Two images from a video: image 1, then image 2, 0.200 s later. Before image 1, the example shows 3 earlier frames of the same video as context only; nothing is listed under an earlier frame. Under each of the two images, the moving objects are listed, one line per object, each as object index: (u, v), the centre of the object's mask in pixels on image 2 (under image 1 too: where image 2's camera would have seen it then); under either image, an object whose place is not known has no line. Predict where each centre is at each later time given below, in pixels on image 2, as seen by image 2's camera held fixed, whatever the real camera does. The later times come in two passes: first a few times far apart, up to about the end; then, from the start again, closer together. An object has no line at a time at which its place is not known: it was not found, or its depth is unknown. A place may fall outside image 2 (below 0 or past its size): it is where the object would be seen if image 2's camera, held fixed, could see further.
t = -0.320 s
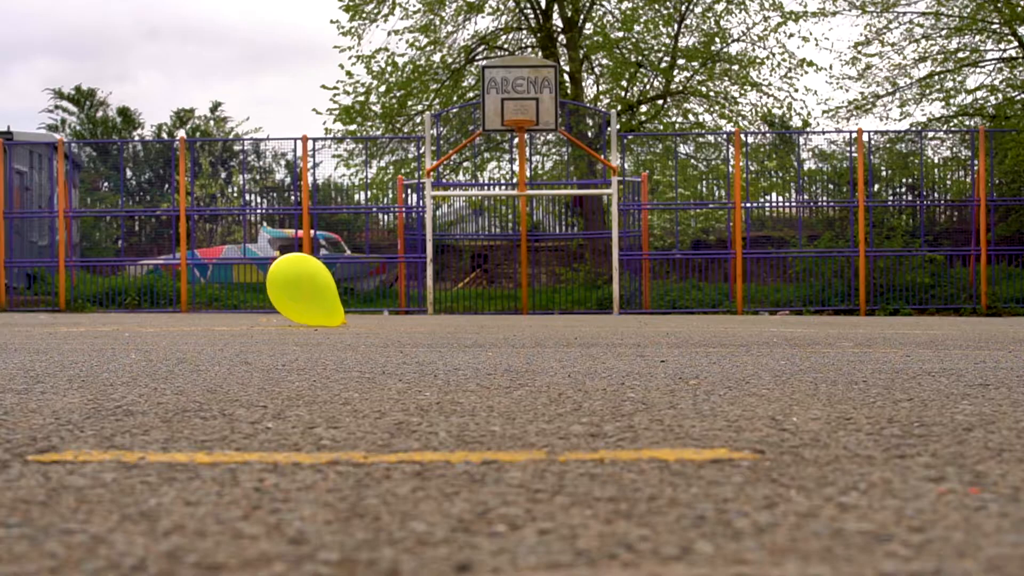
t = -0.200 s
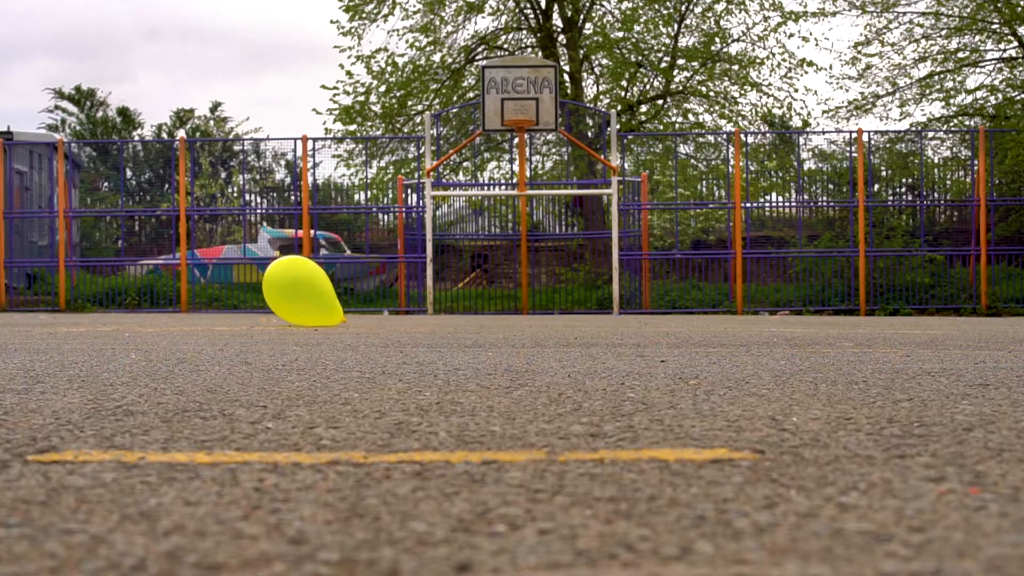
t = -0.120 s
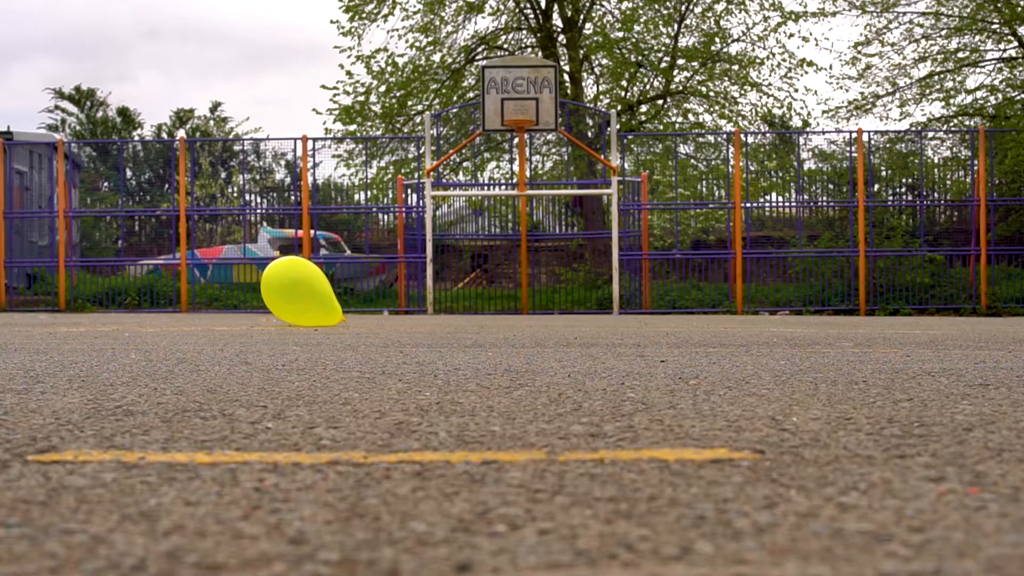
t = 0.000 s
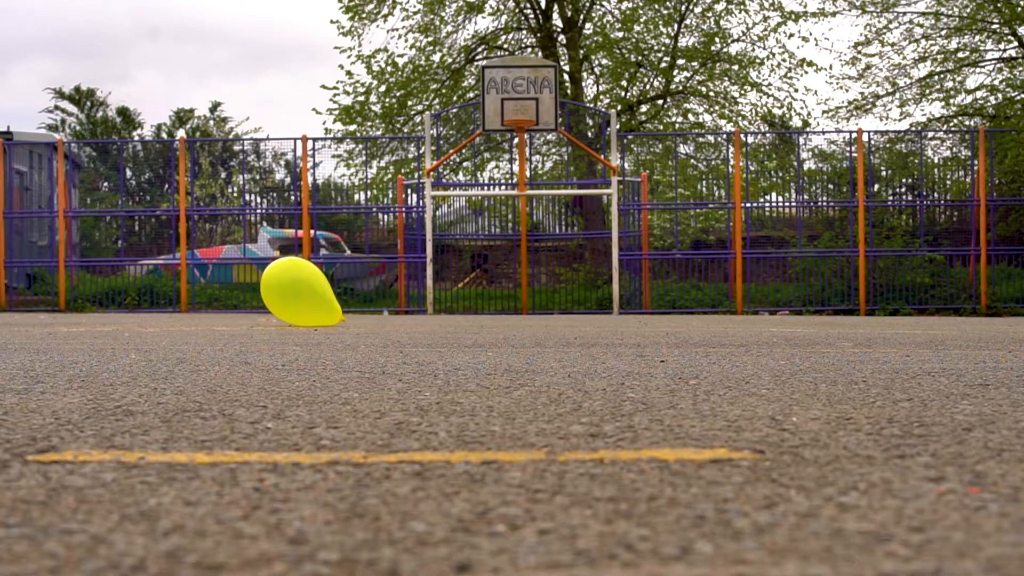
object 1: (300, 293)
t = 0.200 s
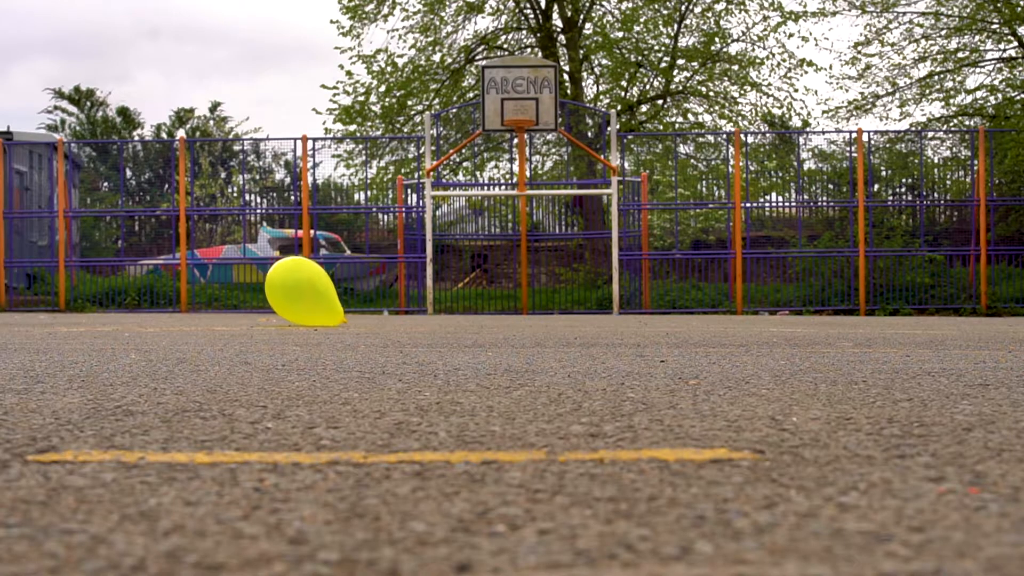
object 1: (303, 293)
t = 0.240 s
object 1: (304, 293)
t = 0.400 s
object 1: (306, 294)
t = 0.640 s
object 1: (314, 295)
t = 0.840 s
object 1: (326, 294)
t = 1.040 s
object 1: (344, 293)
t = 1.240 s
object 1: (369, 294)
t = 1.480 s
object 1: (400, 294)
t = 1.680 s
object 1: (425, 294)
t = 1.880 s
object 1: (447, 295)
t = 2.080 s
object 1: (467, 294)
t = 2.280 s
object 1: (489, 293)
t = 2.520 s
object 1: (521, 296)
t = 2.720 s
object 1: (548, 295)
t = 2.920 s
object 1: (573, 294)
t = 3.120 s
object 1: (596, 295)
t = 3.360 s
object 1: (617, 294)
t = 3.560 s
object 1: (632, 293)
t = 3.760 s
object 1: (644, 292)
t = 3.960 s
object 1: (657, 292)
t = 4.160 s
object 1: (669, 294)
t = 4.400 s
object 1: (684, 295)
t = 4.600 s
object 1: (697, 295)
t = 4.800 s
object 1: (705, 295)
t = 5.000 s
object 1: (711, 295)
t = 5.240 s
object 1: (716, 295)
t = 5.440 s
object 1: (719, 294)
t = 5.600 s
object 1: (720, 294)
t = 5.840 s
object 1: (719, 294)
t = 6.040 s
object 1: (715, 294)
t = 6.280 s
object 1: (710, 294)
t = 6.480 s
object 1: (703, 294)
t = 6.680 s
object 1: (695, 294)
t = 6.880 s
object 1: (685, 294)
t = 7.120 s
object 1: (673, 294)
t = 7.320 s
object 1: (663, 294)
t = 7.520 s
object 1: (655, 294)
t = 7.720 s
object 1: (647, 294)
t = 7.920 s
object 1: (638, 294)
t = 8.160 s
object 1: (627, 295)
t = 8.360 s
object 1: (619, 296)
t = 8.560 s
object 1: (613, 296)
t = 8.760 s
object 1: (606, 296)
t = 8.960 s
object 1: (602, 295)
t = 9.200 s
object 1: (598, 292)
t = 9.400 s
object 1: (590, 286)
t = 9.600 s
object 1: (579, 284)
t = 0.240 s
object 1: (304, 293)
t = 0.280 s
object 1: (305, 293)
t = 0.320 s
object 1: (305, 293)
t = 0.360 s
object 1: (306, 293)
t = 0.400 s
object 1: (306, 294)
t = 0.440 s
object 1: (307, 294)
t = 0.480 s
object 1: (308, 294)
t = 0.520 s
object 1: (309, 295)
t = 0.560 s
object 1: (310, 295)
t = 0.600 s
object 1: (312, 295)
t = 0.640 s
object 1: (314, 295)
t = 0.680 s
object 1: (316, 295)
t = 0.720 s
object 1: (319, 294)
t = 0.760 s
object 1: (321, 294)
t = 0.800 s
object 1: (323, 295)
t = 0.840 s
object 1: (326, 294)
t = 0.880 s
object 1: (329, 294)
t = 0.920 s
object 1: (332, 294)
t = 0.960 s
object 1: (336, 294)
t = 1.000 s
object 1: (340, 294)
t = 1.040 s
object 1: (344, 293)
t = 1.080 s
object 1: (349, 293)
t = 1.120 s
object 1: (353, 293)
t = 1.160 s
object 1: (358, 293)
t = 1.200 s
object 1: (363, 293)
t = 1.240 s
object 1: (369, 294)
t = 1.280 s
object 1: (374, 294)
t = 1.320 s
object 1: (379, 294)
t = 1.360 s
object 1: (384, 294)
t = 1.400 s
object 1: (390, 294)
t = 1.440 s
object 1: (395, 294)
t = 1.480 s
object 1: (400, 294)
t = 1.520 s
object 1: (405, 295)
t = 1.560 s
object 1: (410, 294)
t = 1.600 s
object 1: (415, 295)
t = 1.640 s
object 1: (420, 295)
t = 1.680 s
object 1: (425, 294)
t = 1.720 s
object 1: (429, 295)
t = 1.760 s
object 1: (434, 295)
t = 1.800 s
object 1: (438, 294)
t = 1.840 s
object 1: (442, 294)
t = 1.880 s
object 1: (447, 295)
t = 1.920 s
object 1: (451, 295)
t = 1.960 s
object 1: (455, 295)
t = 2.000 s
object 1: (459, 295)
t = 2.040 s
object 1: (463, 295)
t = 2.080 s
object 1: (467, 294)
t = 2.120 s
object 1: (471, 294)
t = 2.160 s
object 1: (476, 294)
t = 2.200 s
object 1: (480, 294)
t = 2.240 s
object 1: (485, 294)
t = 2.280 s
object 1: (489, 293)
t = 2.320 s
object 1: (495, 292)
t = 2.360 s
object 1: (500, 292)
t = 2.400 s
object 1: (505, 293)
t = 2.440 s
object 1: (510, 294)
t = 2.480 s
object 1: (516, 295)
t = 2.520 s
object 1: (521, 296)
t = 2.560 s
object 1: (527, 295)
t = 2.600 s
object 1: (532, 294)
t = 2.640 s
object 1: (537, 294)
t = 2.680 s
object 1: (543, 294)
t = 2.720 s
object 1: (548, 295)
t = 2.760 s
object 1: (554, 295)
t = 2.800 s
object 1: (559, 296)
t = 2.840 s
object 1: (564, 295)
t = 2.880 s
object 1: (568, 294)
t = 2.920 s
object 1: (573, 294)
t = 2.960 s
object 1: (577, 294)
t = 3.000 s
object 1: (583, 295)
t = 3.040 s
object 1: (587, 295)
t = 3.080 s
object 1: (592, 296)
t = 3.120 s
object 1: (596, 295)
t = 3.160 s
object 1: (599, 295)
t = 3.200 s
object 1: (603, 295)
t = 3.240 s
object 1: (607, 295)
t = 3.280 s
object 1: (611, 296)
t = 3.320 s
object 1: (614, 295)
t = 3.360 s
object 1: (617, 294)
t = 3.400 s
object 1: (620, 294)
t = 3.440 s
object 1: (624, 295)
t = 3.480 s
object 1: (627, 294)
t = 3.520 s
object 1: (629, 293)
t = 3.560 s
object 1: (632, 293)
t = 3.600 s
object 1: (635, 293)
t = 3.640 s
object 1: (637, 293)
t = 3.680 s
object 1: (639, 292)
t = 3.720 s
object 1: (642, 292)
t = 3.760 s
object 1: (644, 292)
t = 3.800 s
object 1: (647, 292)
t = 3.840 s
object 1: (649, 292)
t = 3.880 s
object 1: (652, 292)
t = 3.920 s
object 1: (654, 292)
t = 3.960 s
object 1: (657, 292)
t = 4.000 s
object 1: (659, 292)
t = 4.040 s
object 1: (662, 292)
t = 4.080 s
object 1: (664, 293)
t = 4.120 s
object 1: (667, 293)
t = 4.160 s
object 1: (669, 294)
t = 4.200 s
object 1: (672, 294)
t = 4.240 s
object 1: (674, 294)
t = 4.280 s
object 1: (676, 295)
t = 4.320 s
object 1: (679, 295)
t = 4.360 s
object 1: (681, 295)
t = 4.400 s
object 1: (684, 295)
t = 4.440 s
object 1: (687, 295)
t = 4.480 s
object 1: (689, 295)
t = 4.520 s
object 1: (692, 295)
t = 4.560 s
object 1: (694, 295)
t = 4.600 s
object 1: (697, 295)
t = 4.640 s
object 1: (699, 295)
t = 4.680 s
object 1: (700, 295)
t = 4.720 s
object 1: (702, 295)
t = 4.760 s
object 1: (704, 295)
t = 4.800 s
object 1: (705, 295)
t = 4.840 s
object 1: (706, 295)
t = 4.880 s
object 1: (708, 295)
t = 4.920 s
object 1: (709, 295)
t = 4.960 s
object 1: (710, 295)
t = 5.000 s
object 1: (711, 295)
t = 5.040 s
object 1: (712, 295)
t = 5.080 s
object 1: (713, 295)
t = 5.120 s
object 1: (714, 295)
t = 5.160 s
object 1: (715, 295)
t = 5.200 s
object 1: (716, 295)
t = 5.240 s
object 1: (716, 295)
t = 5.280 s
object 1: (717, 295)
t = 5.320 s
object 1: (718, 295)
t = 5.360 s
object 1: (718, 294)
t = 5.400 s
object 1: (719, 294)
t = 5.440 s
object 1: (719, 294)
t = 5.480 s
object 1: (719, 294)
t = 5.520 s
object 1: (720, 294)
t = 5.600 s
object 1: (720, 294)
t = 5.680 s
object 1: (720, 294)
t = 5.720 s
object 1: (720, 294)
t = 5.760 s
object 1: (719, 294)
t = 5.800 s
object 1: (719, 294)
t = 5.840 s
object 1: (719, 294)
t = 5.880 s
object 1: (718, 294)
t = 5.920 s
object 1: (718, 294)
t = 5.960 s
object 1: (717, 294)
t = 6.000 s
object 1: (716, 294)
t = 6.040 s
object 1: (715, 294)
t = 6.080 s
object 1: (715, 294)
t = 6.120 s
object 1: (714, 294)
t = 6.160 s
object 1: (713, 294)
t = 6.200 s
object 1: (712, 294)
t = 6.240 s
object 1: (711, 294)
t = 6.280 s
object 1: (710, 294)
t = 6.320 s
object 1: (708, 294)
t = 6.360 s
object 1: (707, 294)
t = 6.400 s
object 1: (706, 294)
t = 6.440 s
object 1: (704, 294)
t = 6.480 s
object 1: (703, 294)
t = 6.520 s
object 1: (701, 294)
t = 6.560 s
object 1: (700, 294)
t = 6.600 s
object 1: (698, 294)
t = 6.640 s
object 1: (697, 294)
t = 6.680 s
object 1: (695, 294)
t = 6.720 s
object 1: (693, 295)
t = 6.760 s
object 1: (691, 295)
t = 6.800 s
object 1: (689, 295)
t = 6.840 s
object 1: (687, 295)
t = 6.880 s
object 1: (685, 294)
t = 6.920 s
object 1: (683, 294)
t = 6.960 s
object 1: (681, 295)
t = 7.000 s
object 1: (679, 295)
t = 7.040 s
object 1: (677, 294)
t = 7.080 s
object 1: (675, 294)
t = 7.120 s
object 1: (673, 294)
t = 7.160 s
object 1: (671, 294)
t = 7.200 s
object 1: (669, 294)
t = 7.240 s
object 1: (667, 294)
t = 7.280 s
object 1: (665, 294)
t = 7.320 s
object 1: (663, 294)
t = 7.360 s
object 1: (661, 294)
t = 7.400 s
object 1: (660, 294)
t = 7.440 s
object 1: (658, 294)
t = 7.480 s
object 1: (657, 294)
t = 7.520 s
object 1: (655, 294)
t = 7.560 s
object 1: (653, 294)
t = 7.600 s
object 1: (652, 294)
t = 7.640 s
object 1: (651, 294)
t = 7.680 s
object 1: (649, 294)
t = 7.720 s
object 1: (647, 294)
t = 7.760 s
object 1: (646, 294)
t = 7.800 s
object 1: (644, 294)
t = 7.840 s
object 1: (642, 294)
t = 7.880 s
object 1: (640, 294)
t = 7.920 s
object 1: (638, 294)
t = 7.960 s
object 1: (636, 295)
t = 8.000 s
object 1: (634, 295)
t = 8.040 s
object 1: (633, 295)
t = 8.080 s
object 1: (631, 295)
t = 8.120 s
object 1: (629, 295)
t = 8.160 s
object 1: (627, 295)
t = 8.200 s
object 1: (626, 295)
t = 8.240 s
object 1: (624, 295)
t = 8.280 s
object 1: (623, 295)
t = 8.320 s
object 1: (621, 296)
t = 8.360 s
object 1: (619, 296)
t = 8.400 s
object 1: (618, 296)
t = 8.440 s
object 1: (617, 296)
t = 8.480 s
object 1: (615, 296)
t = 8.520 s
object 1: (614, 296)
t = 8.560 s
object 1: (613, 296)
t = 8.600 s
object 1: (611, 296)
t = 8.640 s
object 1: (610, 296)
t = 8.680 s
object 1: (609, 296)
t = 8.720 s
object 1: (608, 296)
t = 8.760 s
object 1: (606, 296)
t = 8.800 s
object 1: (605, 296)
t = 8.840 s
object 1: (604, 295)
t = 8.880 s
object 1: (603, 295)
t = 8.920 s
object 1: (602, 295)
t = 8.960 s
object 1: (602, 295)
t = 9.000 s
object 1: (601, 295)
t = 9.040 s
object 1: (601, 294)
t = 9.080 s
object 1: (600, 294)
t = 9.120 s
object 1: (600, 293)
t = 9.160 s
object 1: (599, 293)
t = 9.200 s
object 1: (598, 292)
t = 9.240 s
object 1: (597, 292)
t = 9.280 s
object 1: (595, 290)
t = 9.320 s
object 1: (594, 289)
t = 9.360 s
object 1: (592, 288)
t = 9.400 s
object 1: (590, 286)
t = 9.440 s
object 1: (588, 285)
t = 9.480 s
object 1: (586, 284)
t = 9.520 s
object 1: (583, 284)
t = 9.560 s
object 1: (581, 284)
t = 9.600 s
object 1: (579, 284)
